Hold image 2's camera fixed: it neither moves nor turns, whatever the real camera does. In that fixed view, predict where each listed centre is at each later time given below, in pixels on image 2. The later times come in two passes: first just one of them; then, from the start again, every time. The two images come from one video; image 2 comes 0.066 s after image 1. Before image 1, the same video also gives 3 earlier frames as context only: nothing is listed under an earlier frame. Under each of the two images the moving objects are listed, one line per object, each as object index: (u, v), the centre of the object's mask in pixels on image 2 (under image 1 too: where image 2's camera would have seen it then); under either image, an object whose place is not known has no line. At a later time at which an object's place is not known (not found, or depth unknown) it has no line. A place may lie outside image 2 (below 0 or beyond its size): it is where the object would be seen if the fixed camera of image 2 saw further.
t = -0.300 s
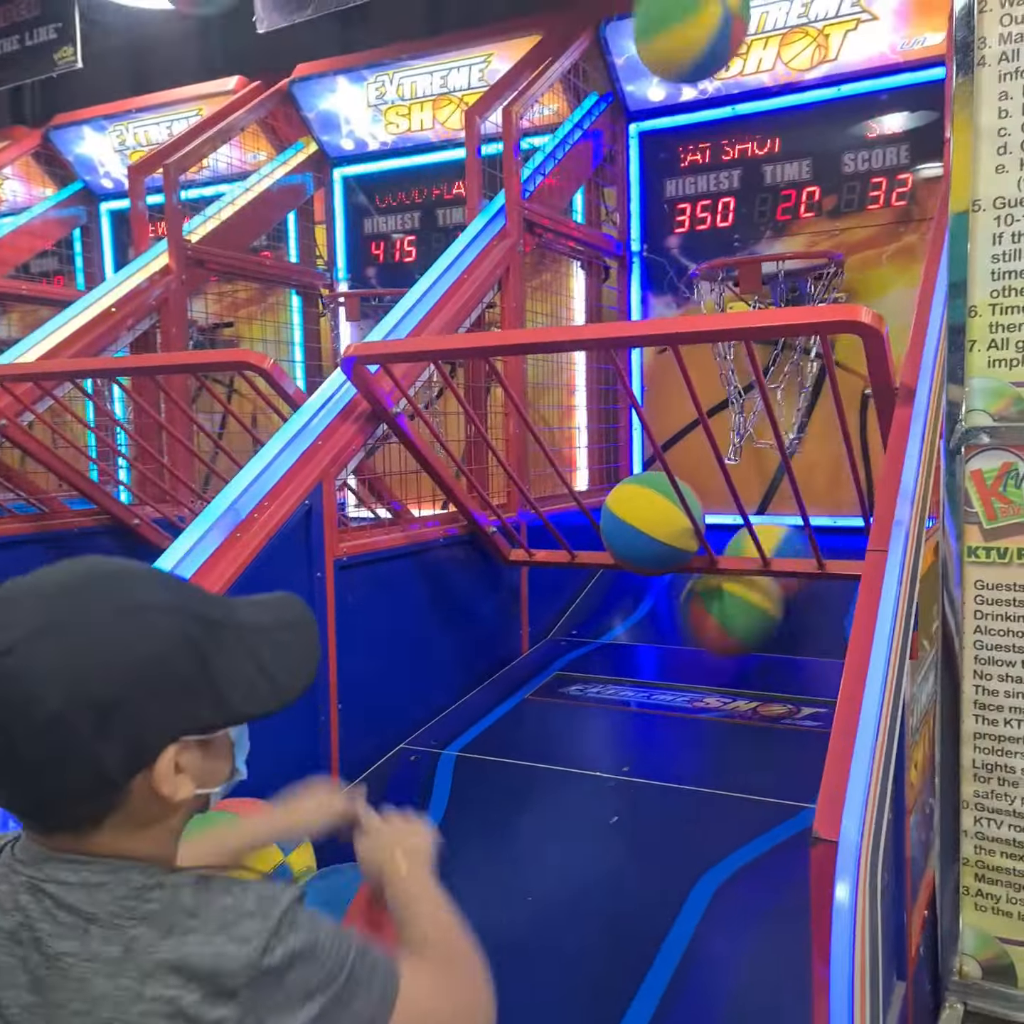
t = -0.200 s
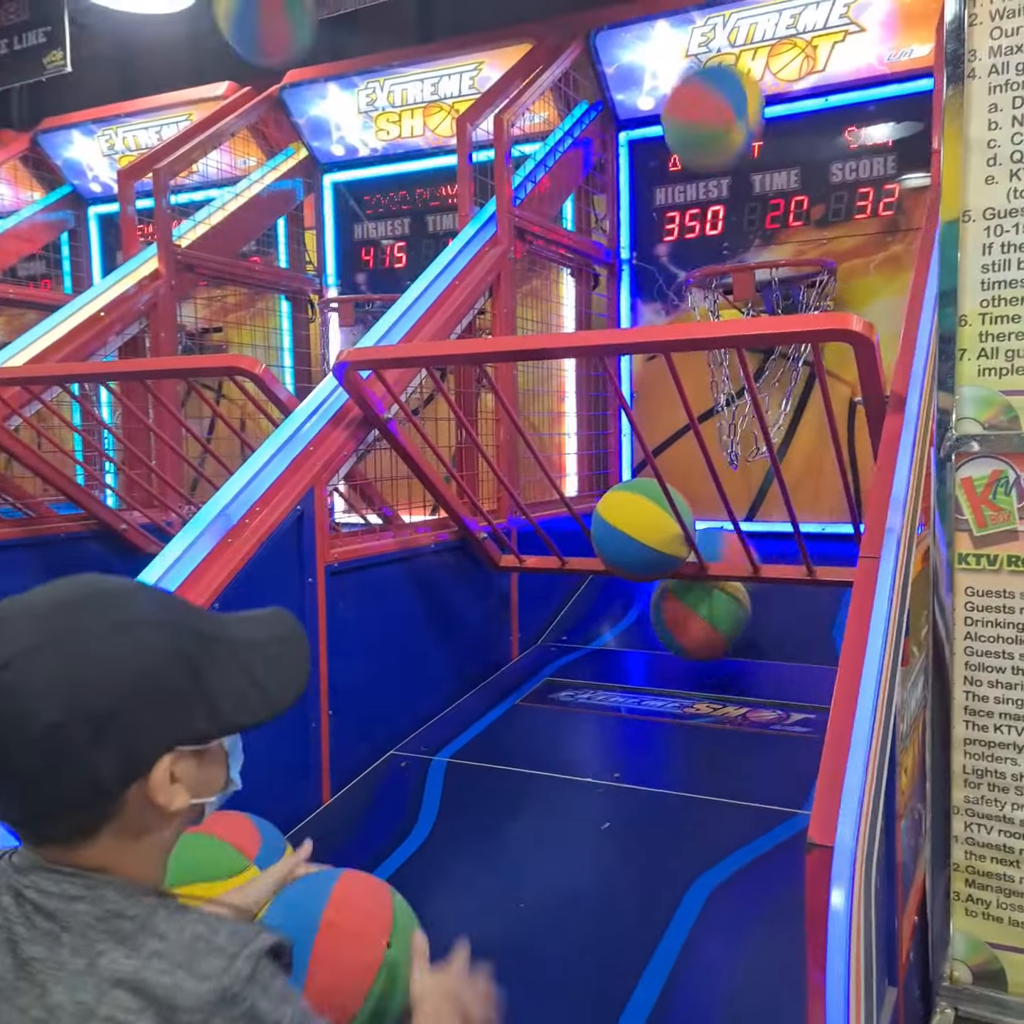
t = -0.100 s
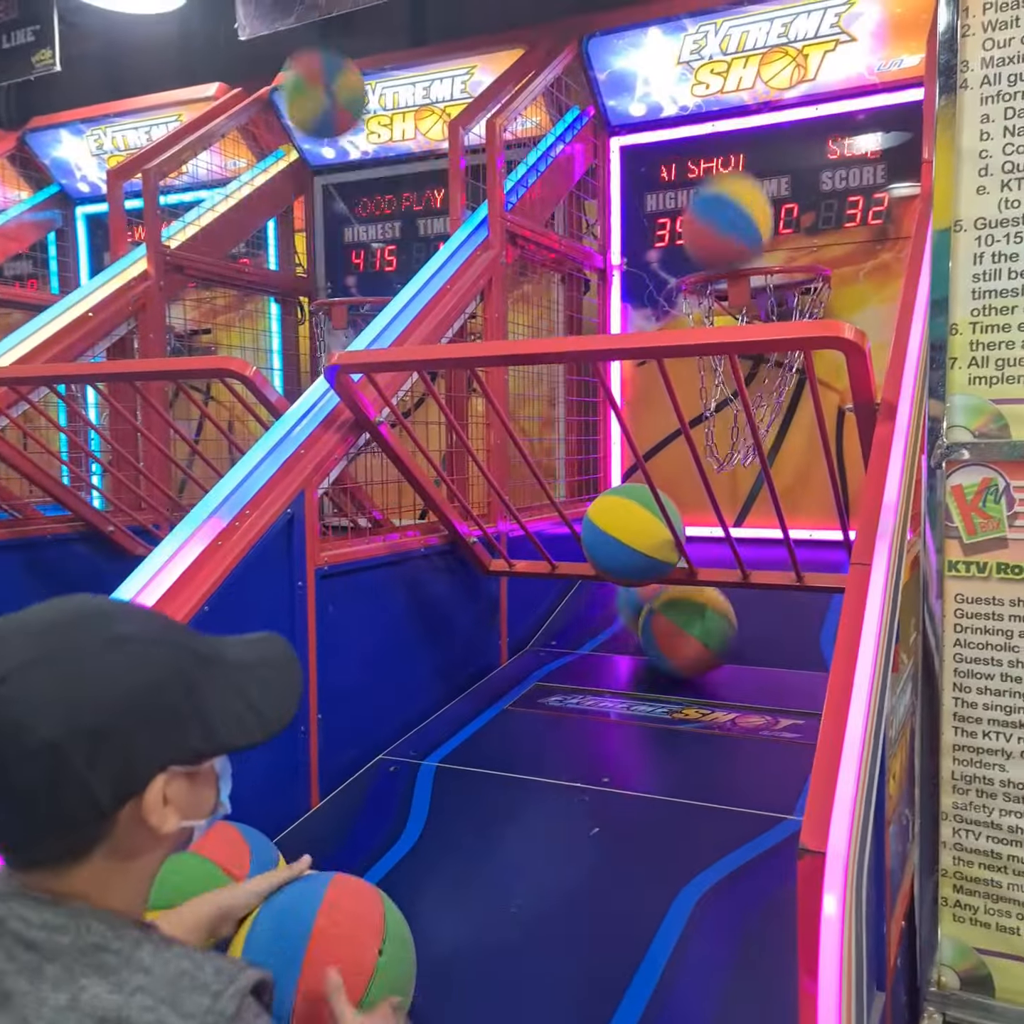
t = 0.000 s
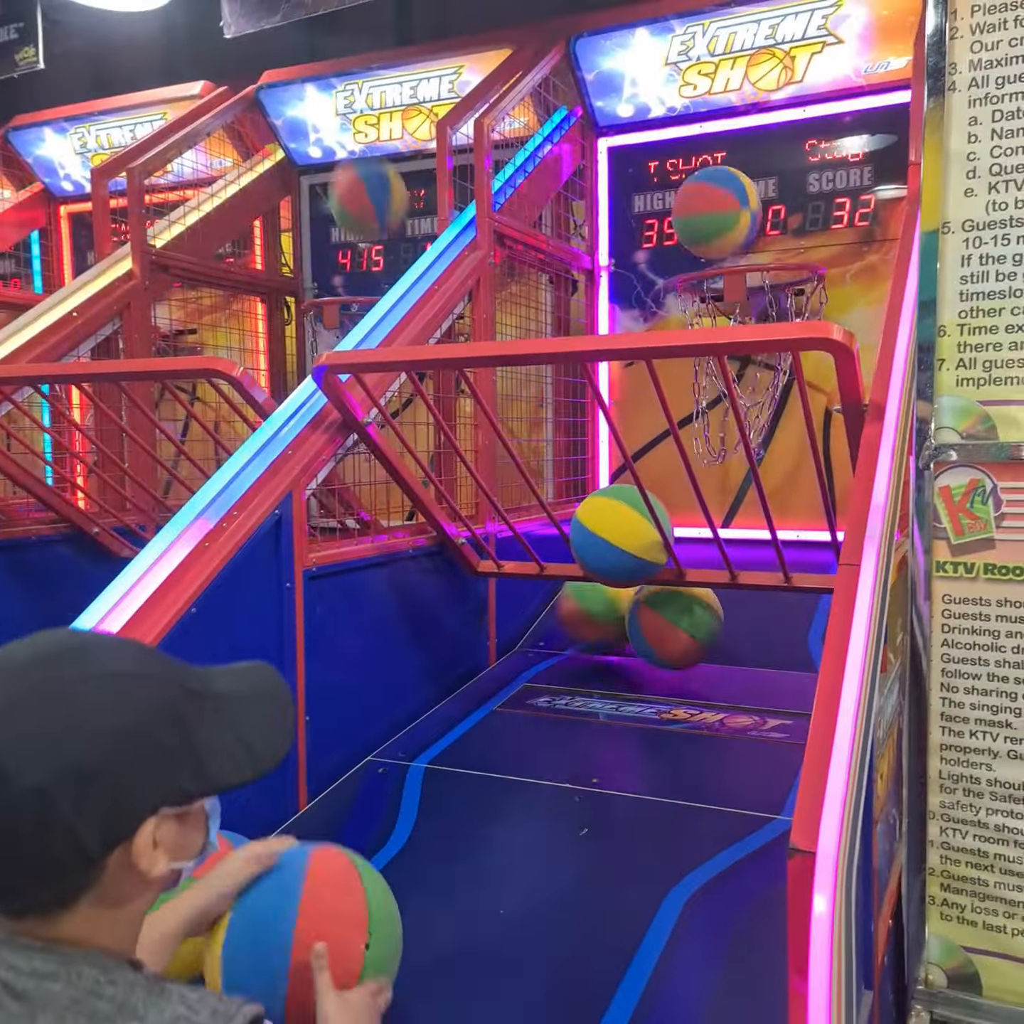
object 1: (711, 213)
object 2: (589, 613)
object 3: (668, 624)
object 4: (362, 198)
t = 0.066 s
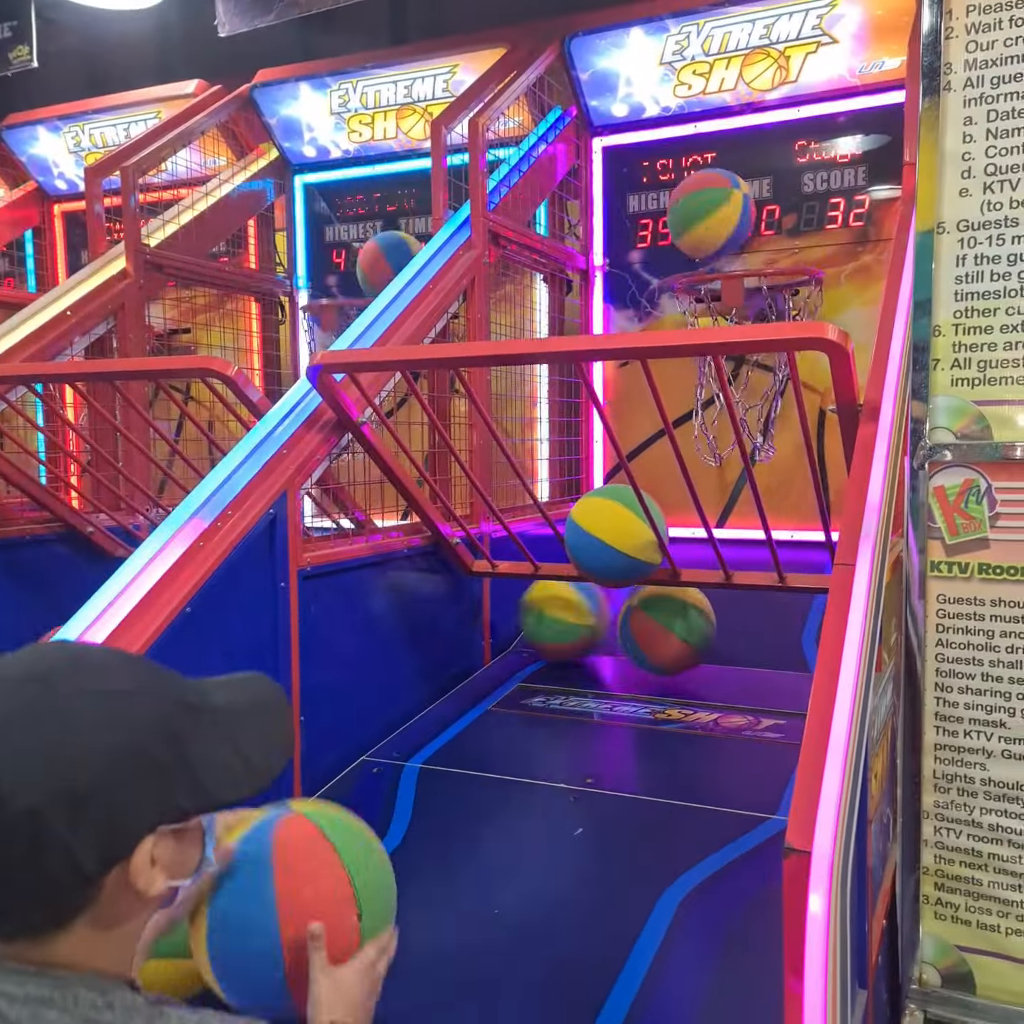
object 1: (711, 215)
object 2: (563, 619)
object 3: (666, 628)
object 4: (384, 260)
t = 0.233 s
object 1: (722, 247)
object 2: (505, 635)
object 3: (660, 635)
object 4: (389, 261)
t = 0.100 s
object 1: (710, 221)
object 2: (547, 618)
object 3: (666, 636)
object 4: (386, 256)
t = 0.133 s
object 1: (709, 231)
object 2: (531, 621)
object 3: (664, 632)
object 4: (388, 255)
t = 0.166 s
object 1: (708, 240)
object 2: (514, 627)
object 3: (662, 629)
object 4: (389, 256)
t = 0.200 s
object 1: (711, 246)
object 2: (508, 629)
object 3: (661, 630)
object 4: (389, 260)
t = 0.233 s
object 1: (722, 247)
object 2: (505, 635)
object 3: (660, 635)
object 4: (389, 261)
